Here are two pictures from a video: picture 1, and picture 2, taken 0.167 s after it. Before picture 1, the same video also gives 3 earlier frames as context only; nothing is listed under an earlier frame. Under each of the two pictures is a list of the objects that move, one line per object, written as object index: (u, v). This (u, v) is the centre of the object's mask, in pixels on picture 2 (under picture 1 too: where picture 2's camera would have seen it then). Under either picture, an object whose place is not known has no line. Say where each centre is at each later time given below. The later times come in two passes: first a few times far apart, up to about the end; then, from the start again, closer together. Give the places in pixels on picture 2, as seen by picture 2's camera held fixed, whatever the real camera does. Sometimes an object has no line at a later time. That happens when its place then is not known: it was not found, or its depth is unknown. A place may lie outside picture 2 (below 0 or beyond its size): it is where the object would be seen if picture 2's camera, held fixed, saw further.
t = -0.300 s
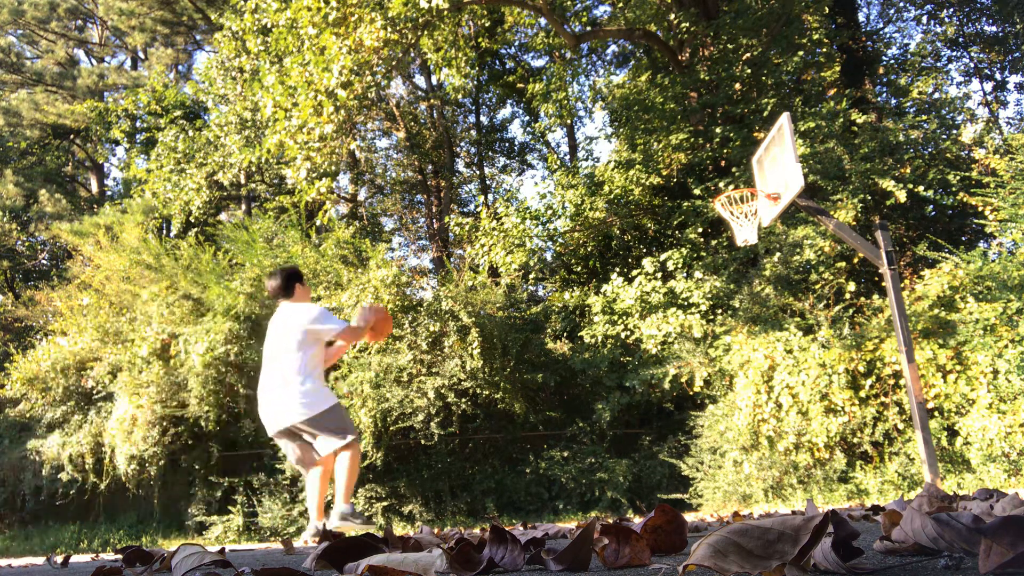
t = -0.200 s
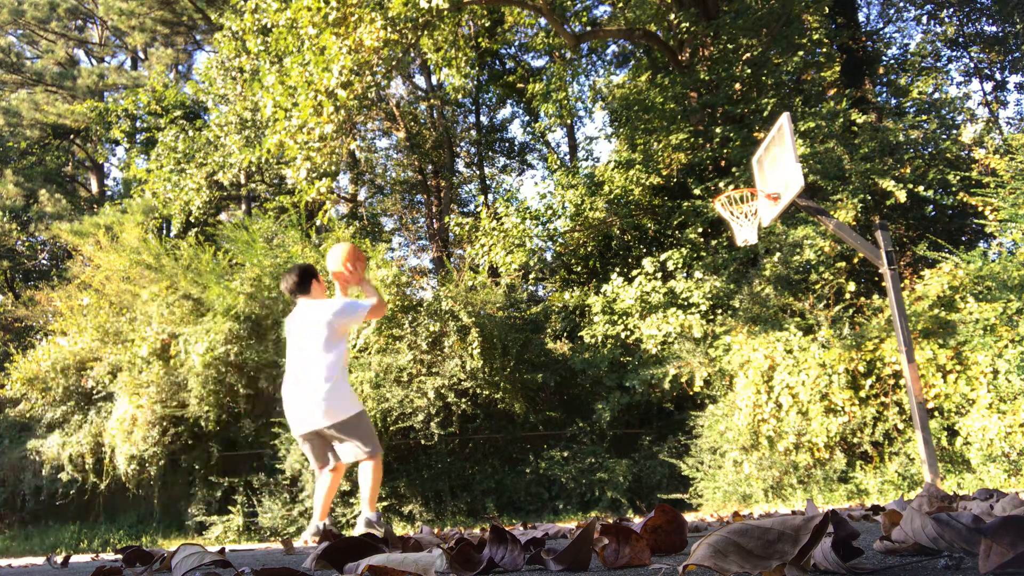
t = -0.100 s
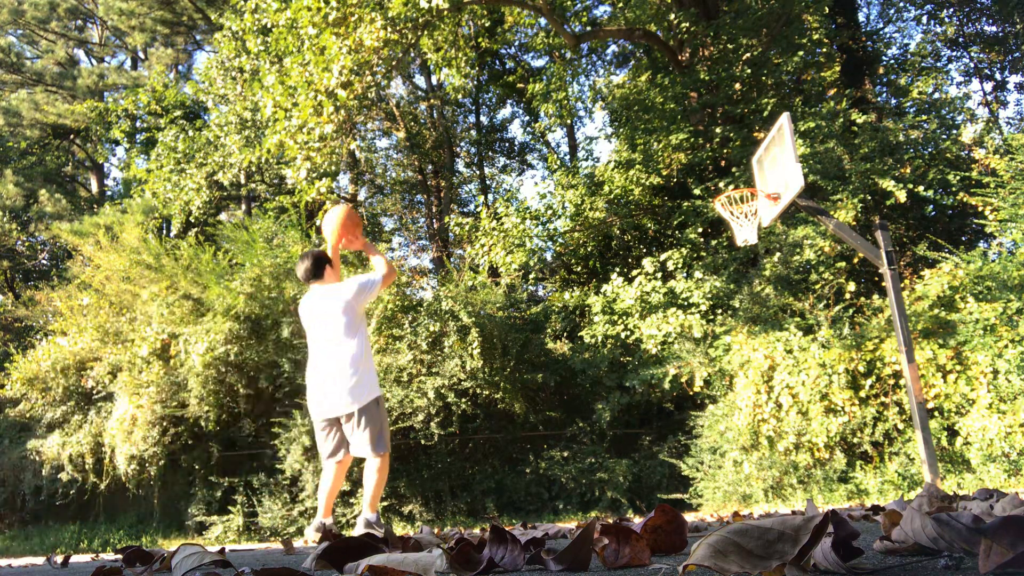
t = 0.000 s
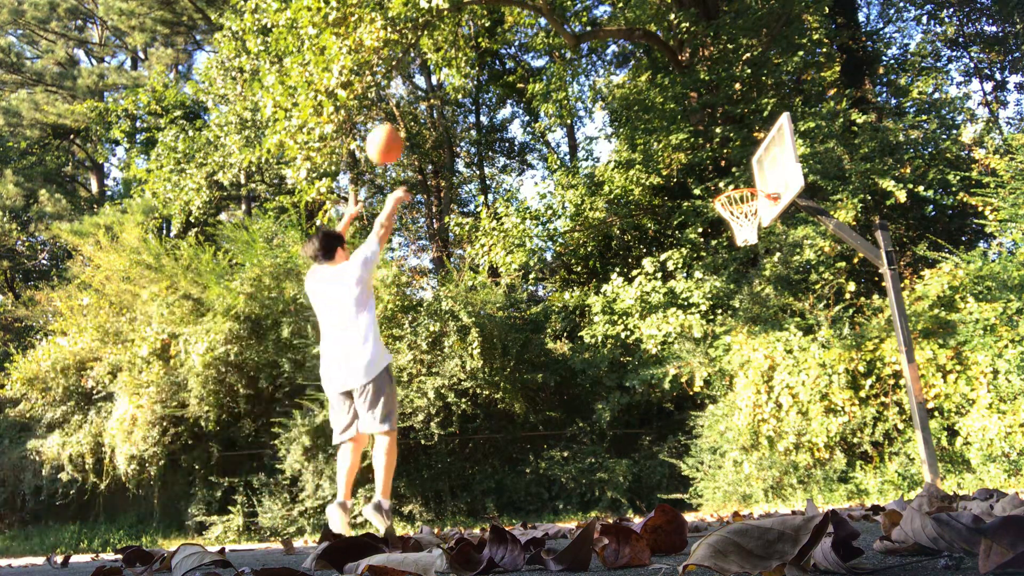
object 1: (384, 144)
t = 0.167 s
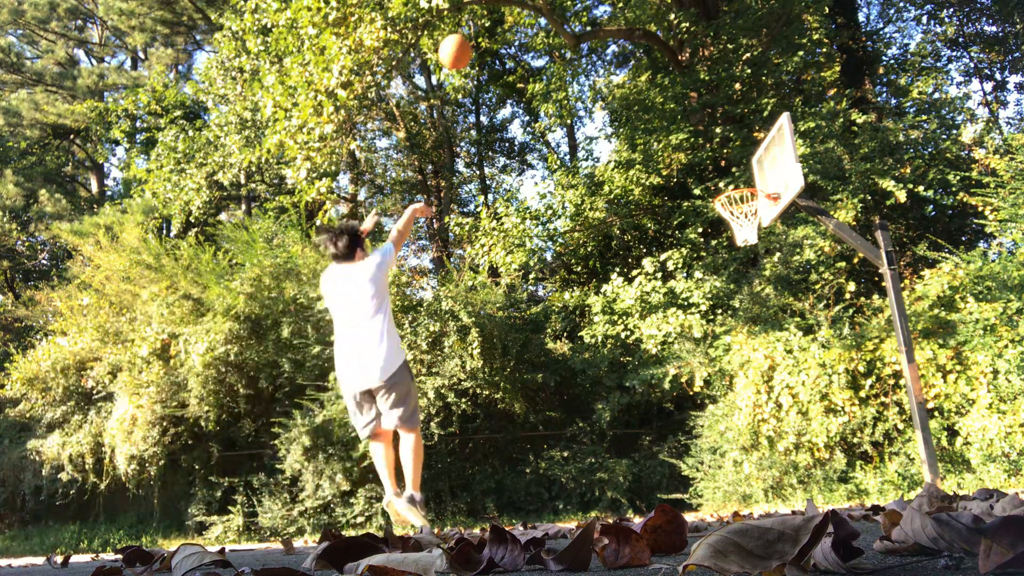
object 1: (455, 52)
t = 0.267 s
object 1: (490, 22)
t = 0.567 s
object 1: (577, 8)
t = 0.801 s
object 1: (634, 46)
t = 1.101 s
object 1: (704, 155)
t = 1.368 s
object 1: (762, 210)
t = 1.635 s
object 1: (739, 214)
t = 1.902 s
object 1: (729, 256)
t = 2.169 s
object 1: (735, 354)
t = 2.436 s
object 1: (748, 497)
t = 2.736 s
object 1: (739, 375)
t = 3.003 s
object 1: (741, 346)
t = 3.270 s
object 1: (751, 379)
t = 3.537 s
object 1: (771, 468)
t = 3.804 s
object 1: (771, 439)
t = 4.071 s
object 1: (771, 409)
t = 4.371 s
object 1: (780, 440)
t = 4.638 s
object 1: (791, 487)
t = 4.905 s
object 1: (789, 443)
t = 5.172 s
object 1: (795, 455)
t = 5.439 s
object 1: (806, 490)
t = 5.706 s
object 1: (815, 467)
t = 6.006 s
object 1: (835, 501)
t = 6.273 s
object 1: (845, 492)
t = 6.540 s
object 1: (858, 498)
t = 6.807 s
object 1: (856, 499)
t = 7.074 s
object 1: (856, 499)
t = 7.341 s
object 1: (856, 499)
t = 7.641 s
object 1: (855, 499)
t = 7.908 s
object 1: (856, 499)
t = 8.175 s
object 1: (855, 499)
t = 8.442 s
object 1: (856, 499)
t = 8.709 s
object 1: (856, 499)
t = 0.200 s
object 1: (467, 40)
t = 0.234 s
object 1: (479, 30)
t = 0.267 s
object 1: (490, 22)
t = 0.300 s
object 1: (501, 15)
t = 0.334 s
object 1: (511, 12)
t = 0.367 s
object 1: (521, 9)
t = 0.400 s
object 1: (532, 8)
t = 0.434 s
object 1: (541, 7)
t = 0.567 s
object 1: (577, 8)
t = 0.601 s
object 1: (585, 10)
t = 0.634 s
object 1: (593, 13)
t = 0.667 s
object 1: (602, 17)
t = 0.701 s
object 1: (610, 23)
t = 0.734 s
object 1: (619, 30)
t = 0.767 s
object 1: (627, 38)
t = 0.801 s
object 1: (634, 46)
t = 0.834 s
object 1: (642, 55)
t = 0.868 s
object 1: (650, 65)
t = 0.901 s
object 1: (658, 76)
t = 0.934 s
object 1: (665, 87)
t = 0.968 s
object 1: (673, 99)
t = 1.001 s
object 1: (681, 112)
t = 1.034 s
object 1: (689, 125)
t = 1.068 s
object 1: (697, 140)
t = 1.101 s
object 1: (704, 155)
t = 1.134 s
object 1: (712, 171)
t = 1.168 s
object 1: (719, 186)
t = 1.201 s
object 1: (729, 200)
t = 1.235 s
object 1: (739, 205)
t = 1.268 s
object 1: (746, 210)
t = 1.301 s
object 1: (754, 213)
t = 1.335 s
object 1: (762, 211)
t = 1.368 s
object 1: (762, 210)
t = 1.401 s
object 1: (759, 210)
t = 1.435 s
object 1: (754, 210)
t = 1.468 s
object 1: (757, 209)
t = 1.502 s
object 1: (756, 208)
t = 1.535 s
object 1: (751, 208)
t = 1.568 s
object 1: (748, 208)
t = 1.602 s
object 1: (741, 211)
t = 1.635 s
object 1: (739, 214)
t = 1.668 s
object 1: (736, 218)
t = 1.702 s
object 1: (733, 221)
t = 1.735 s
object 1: (732, 226)
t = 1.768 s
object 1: (730, 229)
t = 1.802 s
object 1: (730, 235)
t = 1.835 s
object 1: (729, 240)
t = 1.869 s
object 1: (730, 249)
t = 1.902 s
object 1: (729, 256)
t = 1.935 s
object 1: (729, 265)
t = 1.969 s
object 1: (730, 275)
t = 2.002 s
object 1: (730, 286)
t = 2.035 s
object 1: (731, 298)
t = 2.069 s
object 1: (731, 310)
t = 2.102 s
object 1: (732, 324)
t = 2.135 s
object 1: (734, 338)
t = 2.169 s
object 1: (735, 354)
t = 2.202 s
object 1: (737, 371)
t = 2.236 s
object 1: (737, 388)
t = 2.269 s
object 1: (740, 406)
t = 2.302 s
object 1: (741, 426)
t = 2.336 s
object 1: (743, 447)
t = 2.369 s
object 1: (745, 469)
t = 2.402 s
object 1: (747, 492)
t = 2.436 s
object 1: (748, 497)
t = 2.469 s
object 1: (746, 477)
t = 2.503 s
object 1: (745, 460)
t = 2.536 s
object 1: (743, 444)
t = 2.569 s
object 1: (742, 428)
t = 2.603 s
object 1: (742, 415)
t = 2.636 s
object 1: (741, 403)
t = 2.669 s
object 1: (740, 391)
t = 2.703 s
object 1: (739, 382)
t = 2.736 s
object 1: (739, 375)
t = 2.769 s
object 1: (739, 368)
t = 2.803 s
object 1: (739, 361)
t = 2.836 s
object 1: (739, 356)
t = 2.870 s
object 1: (739, 353)
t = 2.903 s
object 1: (739, 350)
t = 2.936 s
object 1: (740, 348)
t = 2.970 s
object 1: (740, 347)
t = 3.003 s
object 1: (741, 346)
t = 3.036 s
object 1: (741, 347)
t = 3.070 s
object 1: (743, 350)
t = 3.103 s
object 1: (744, 352)
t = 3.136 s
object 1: (745, 355)
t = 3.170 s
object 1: (746, 360)
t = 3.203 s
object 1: (749, 365)
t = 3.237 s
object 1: (750, 372)
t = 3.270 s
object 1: (751, 379)
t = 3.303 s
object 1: (752, 383)
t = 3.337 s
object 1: (755, 396)
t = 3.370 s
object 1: (759, 406)
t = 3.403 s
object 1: (761, 416)
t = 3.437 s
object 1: (764, 428)
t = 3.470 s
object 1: (766, 440)
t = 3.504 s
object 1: (769, 453)
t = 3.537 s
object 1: (771, 468)
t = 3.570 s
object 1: (774, 484)
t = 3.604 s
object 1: (777, 498)
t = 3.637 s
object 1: (777, 494)
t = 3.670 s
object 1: (776, 482)
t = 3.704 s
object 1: (775, 470)
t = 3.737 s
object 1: (774, 459)
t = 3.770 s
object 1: (772, 449)
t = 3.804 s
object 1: (771, 439)
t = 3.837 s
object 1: (770, 434)
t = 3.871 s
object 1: (770, 427)
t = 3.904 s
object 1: (771, 421)
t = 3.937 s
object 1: (770, 417)
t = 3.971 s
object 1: (770, 413)
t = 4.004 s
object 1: (771, 410)
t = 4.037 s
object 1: (771, 409)
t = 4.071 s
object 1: (771, 409)
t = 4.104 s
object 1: (771, 409)
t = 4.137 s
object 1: (772, 410)
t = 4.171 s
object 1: (773, 411)
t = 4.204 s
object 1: (773, 413)
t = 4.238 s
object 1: (774, 416)
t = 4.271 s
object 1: (776, 421)
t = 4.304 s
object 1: (777, 427)
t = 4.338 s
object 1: (779, 433)
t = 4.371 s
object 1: (780, 440)
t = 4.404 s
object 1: (782, 447)
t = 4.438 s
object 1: (784, 456)
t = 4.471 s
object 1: (786, 466)
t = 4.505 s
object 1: (788, 476)
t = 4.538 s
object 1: (790, 487)
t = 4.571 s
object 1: (793, 499)
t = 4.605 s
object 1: (793, 497)
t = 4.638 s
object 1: (791, 487)
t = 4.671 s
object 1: (791, 478)
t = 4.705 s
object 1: (790, 470)
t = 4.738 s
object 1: (790, 464)
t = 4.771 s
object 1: (789, 457)
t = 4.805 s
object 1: (789, 451)
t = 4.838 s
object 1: (789, 448)
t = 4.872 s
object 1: (789, 445)
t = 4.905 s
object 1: (789, 443)
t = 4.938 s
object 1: (789, 443)
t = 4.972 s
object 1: (790, 441)
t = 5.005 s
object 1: (790, 442)
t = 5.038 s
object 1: (791, 443)
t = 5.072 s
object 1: (791, 444)
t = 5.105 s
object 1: (792, 447)
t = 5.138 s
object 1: (794, 449)
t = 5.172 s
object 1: (795, 455)
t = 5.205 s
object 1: (797, 461)
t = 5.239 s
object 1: (799, 467)
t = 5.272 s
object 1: (800, 474)
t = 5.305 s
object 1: (802, 482)
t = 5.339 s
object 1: (804, 491)
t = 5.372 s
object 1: (804, 498)
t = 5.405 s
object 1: (806, 497)
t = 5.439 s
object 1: (806, 490)
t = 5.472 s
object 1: (808, 485)
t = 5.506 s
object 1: (808, 480)
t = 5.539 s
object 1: (808, 476)
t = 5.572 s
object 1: (810, 472)
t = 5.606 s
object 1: (811, 470)
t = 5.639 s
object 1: (813, 468)
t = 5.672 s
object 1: (814, 467)
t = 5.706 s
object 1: (815, 467)
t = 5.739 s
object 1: (816, 468)
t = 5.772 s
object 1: (819, 469)
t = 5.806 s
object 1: (820, 472)
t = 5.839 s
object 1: (822, 475)
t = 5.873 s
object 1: (825, 479)
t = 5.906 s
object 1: (828, 484)
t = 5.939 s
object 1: (830, 489)
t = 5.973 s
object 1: (833, 497)
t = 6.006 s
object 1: (835, 501)
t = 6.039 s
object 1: (835, 499)
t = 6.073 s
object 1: (837, 495)
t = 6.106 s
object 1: (838, 494)
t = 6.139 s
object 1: (839, 492)
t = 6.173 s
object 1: (841, 490)
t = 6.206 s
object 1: (842, 490)
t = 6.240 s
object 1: (843, 490)
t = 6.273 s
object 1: (845, 492)
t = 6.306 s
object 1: (848, 494)
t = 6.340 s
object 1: (849, 495)
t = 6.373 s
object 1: (852, 500)
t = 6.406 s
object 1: (853, 499)
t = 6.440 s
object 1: (854, 499)
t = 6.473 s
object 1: (856, 498)
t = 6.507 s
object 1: (857, 498)
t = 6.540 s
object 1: (858, 498)
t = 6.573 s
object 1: (858, 498)
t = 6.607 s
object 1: (858, 498)
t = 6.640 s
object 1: (858, 498)
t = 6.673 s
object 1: (858, 498)
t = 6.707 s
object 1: (857, 499)
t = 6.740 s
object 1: (857, 499)
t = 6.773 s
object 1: (857, 499)
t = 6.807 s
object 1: (856, 499)
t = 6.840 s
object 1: (856, 499)
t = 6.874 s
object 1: (856, 499)
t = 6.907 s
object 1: (856, 499)
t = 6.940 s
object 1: (855, 499)
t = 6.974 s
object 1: (856, 499)
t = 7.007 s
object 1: (856, 499)
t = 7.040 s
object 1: (855, 499)
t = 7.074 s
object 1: (856, 499)
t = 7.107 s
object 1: (855, 499)
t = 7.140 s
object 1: (856, 499)
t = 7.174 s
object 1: (856, 499)
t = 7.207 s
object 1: (856, 499)
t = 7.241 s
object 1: (856, 499)
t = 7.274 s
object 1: (856, 499)
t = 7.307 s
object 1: (856, 499)
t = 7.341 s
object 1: (856, 499)
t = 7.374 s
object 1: (856, 499)
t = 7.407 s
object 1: (856, 499)
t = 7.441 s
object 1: (856, 499)
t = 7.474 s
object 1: (856, 499)
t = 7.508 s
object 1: (856, 499)
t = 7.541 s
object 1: (855, 499)
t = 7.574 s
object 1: (855, 499)
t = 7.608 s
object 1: (855, 499)
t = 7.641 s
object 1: (855, 499)
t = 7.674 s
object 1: (856, 499)
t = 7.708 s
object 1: (856, 499)
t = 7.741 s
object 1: (855, 499)
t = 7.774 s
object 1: (856, 499)
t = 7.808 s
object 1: (856, 499)
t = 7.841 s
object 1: (856, 499)
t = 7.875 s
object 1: (856, 499)
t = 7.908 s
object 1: (856, 499)
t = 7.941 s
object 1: (856, 499)
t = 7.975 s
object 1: (856, 499)
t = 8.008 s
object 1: (856, 499)
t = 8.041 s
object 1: (856, 499)
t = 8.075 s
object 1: (856, 499)
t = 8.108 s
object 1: (856, 499)
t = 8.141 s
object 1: (856, 499)
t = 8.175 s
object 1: (855, 499)
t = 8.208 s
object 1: (856, 499)
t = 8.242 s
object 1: (856, 499)
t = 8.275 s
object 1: (856, 499)
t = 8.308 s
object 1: (856, 499)
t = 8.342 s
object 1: (856, 499)
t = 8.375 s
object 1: (856, 499)
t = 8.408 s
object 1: (856, 499)
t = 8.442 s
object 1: (856, 499)
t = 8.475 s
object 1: (856, 499)
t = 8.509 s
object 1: (855, 499)
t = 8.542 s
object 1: (855, 499)
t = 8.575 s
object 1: (855, 499)
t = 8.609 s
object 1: (855, 499)
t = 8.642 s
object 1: (856, 499)
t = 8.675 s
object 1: (856, 499)
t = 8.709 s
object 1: (856, 499)
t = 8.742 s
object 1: (856, 499)
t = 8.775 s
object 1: (856, 499)
